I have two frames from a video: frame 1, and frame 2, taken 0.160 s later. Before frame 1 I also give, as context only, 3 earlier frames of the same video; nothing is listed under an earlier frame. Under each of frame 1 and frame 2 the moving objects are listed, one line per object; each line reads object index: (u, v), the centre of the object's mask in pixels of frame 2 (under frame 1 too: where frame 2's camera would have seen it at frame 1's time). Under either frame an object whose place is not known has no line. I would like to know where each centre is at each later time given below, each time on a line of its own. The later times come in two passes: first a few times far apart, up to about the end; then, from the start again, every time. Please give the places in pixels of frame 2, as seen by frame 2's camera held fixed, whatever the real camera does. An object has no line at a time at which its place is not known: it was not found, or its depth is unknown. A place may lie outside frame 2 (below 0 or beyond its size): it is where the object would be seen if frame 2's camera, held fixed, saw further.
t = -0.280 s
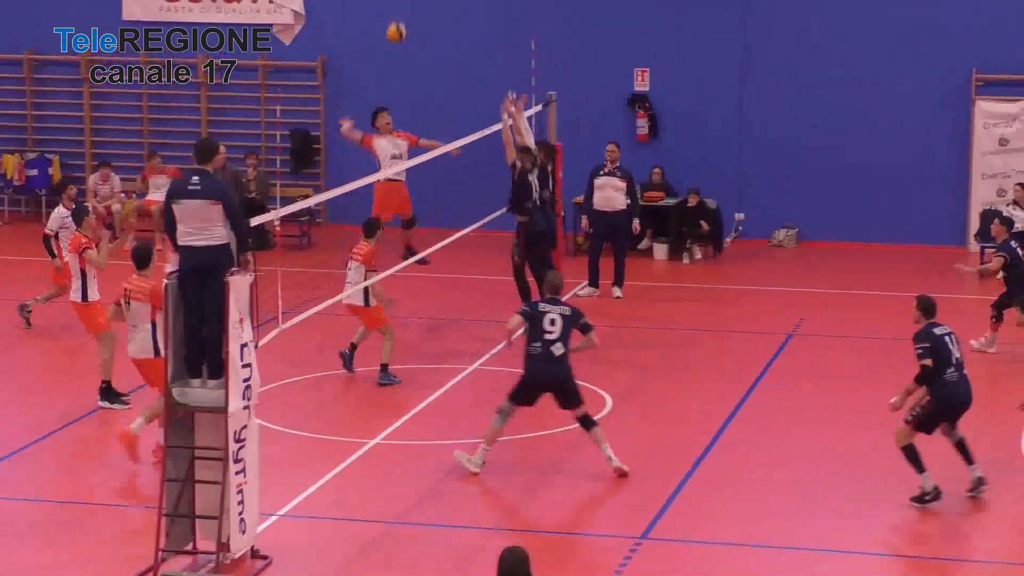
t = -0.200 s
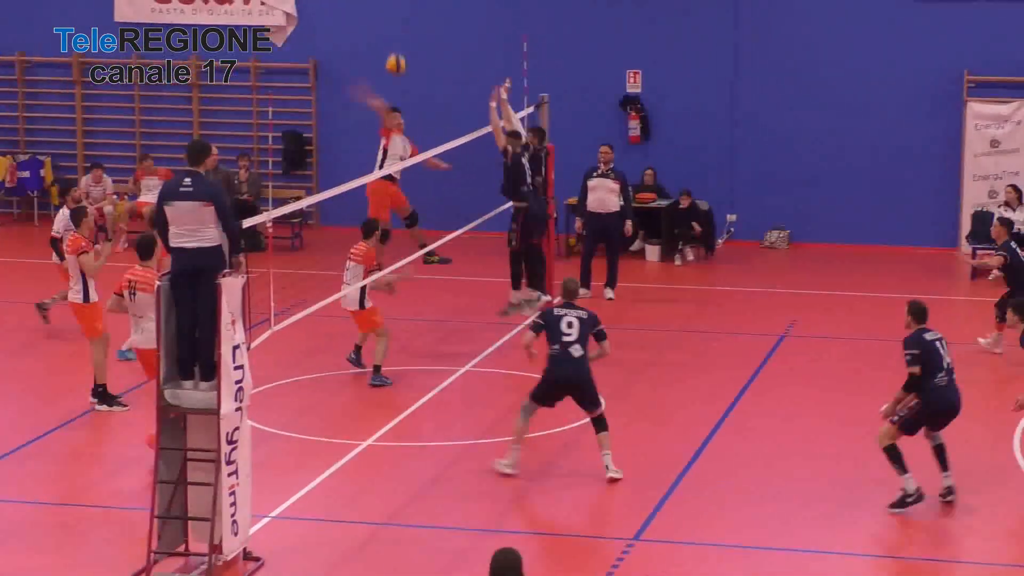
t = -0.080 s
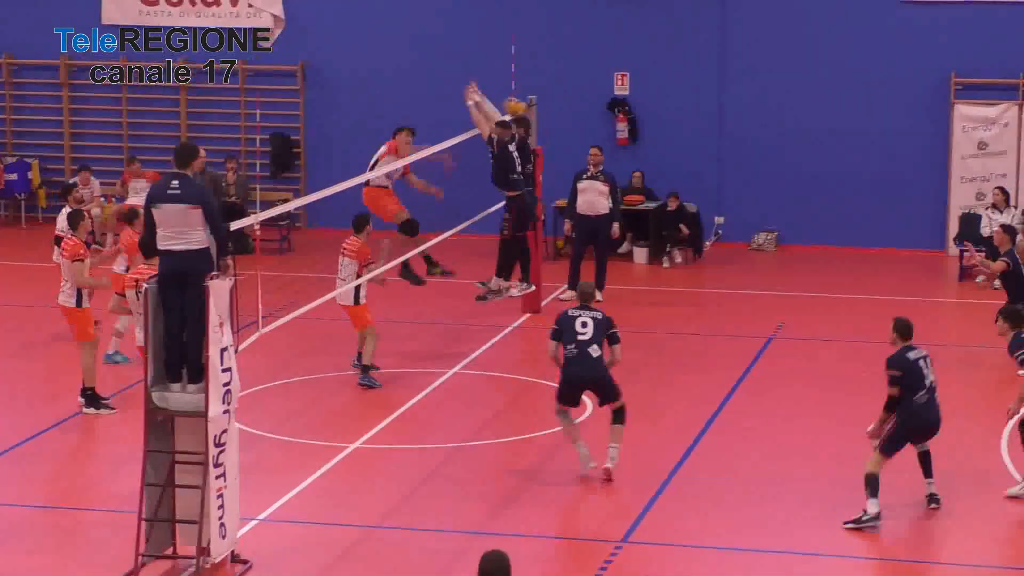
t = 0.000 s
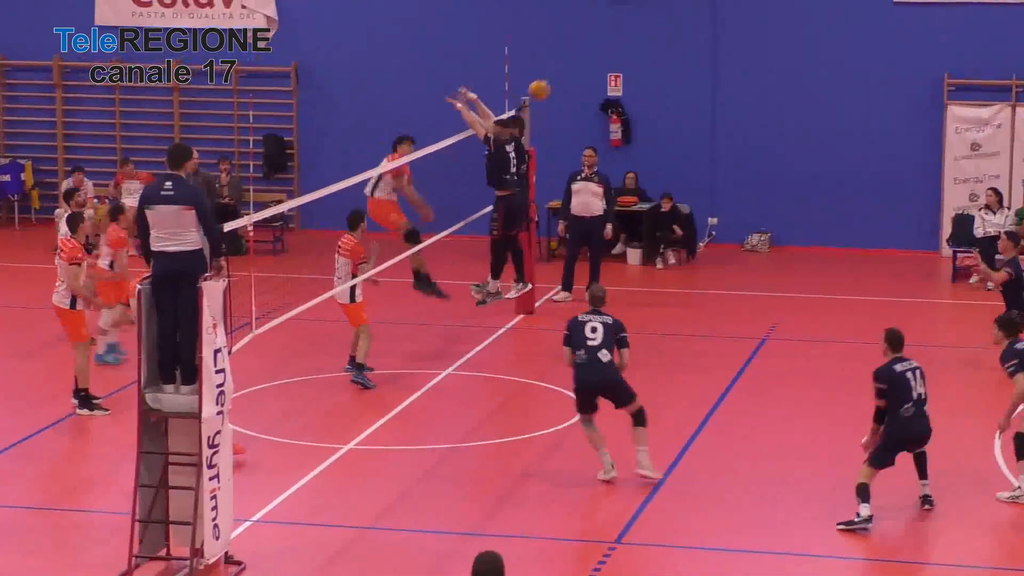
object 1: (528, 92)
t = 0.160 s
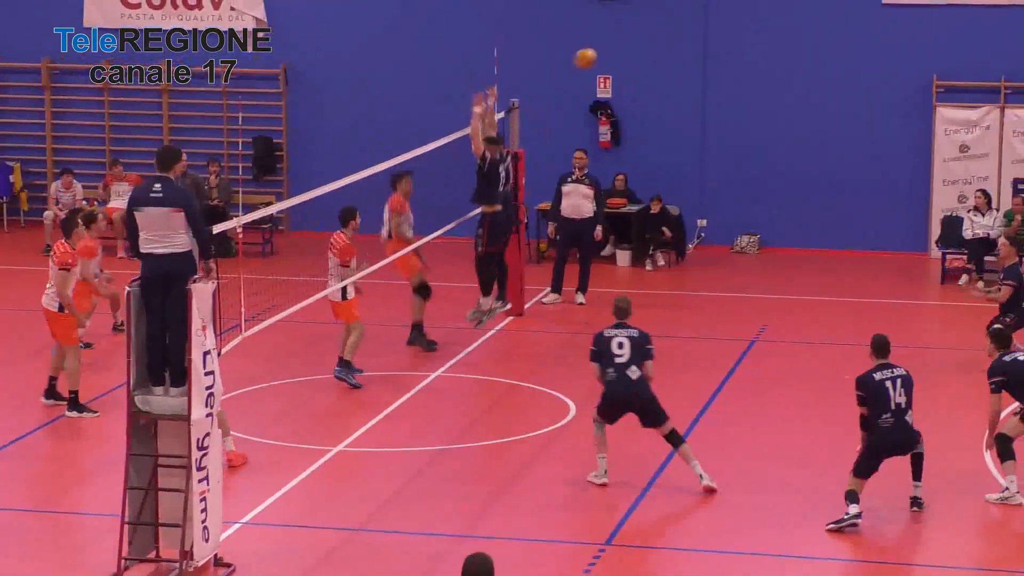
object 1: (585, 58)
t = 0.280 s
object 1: (628, 48)
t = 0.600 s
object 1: (743, 84)
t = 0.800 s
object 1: (817, 156)
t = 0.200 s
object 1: (599, 53)
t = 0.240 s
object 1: (614, 50)
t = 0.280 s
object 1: (628, 48)
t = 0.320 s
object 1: (642, 48)
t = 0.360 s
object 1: (656, 48)
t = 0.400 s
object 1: (671, 51)
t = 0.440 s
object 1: (685, 54)
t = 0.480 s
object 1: (700, 60)
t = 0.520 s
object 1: (714, 66)
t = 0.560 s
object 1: (729, 74)
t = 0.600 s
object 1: (743, 84)
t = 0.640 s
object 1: (759, 96)
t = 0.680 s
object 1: (773, 108)
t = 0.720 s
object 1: (788, 122)
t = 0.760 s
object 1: (802, 138)
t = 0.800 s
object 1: (817, 156)
